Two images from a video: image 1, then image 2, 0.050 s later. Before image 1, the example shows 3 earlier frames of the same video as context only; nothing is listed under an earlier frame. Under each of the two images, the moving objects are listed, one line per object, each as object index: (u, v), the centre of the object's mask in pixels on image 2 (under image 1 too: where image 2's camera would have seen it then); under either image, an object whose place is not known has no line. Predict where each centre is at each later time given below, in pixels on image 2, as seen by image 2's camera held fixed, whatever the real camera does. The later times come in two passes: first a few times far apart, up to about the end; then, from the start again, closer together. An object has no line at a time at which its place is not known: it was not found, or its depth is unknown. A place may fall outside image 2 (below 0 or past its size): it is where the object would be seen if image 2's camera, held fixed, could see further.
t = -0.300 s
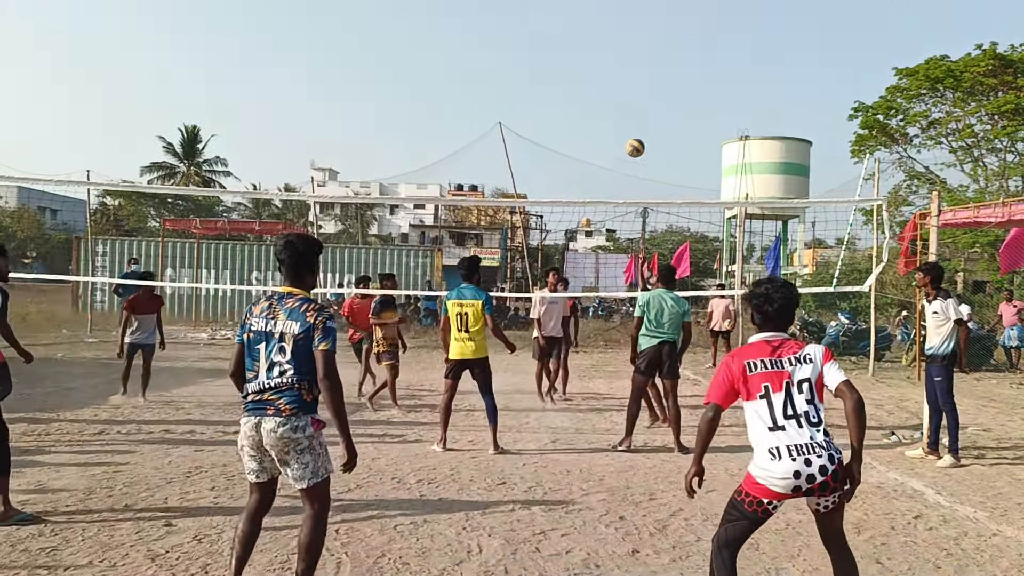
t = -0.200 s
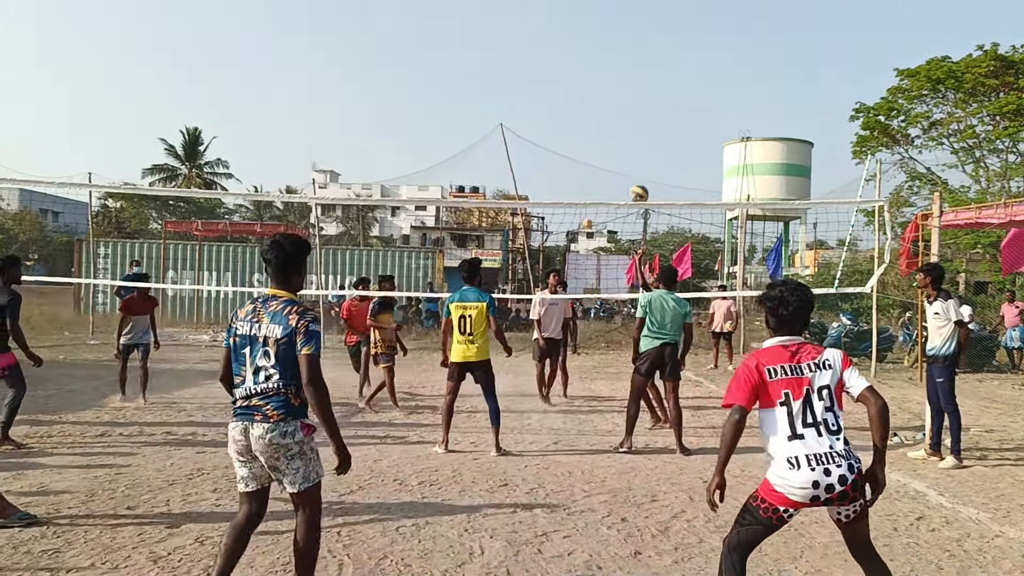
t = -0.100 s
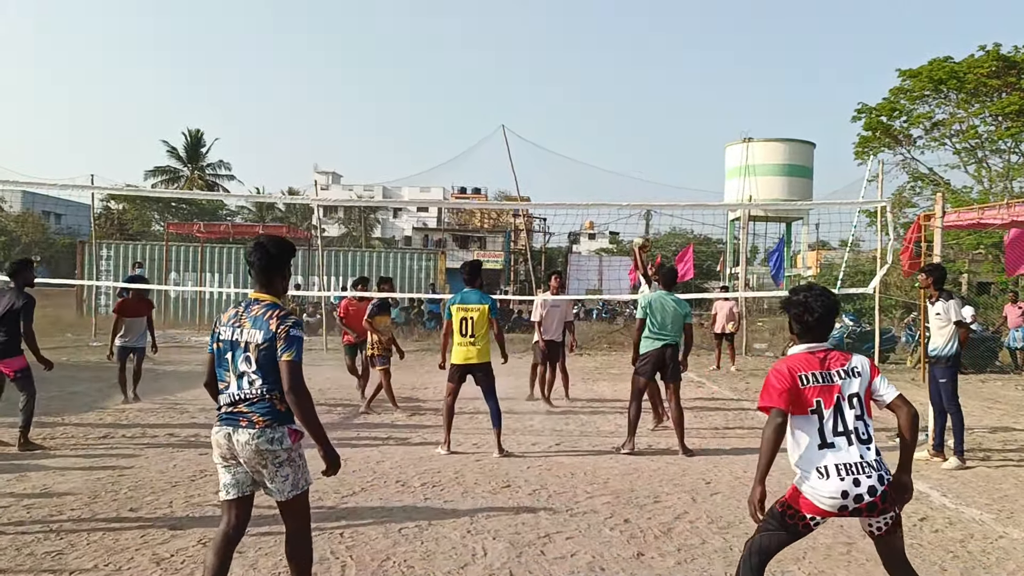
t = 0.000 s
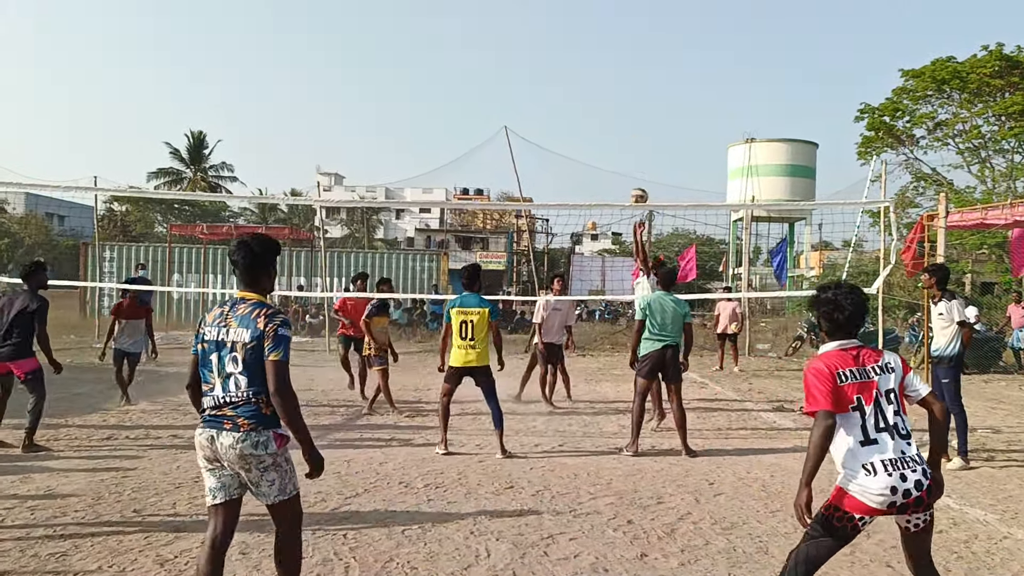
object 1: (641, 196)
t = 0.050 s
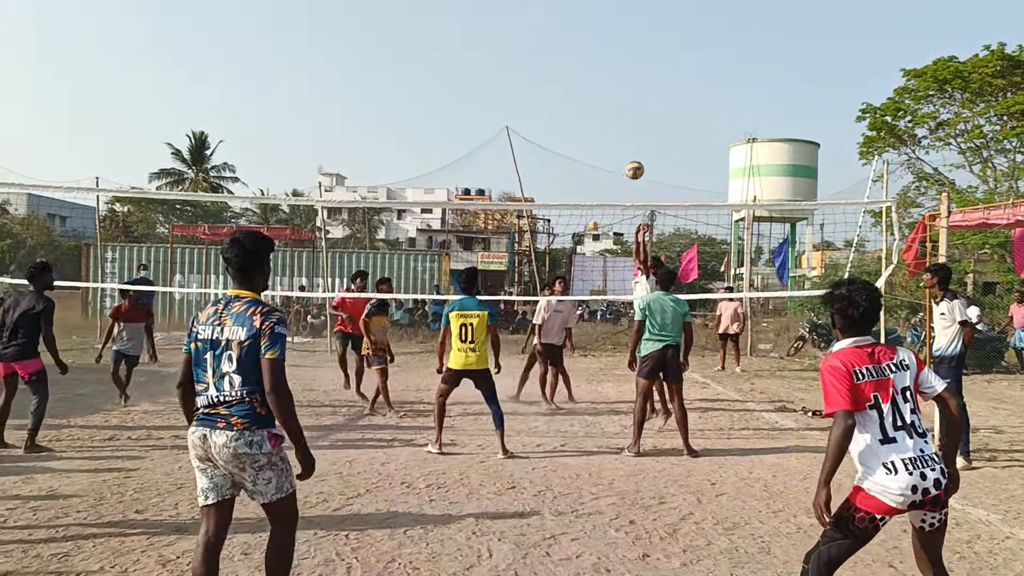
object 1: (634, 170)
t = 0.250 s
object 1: (613, 85)
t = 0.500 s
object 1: (585, 32)
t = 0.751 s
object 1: (555, 33)
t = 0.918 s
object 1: (534, 64)
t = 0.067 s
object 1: (633, 162)
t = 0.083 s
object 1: (631, 153)
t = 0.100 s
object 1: (629, 145)
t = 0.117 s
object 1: (627, 138)
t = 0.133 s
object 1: (626, 130)
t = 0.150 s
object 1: (624, 123)
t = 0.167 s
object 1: (622, 116)
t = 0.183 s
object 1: (620, 110)
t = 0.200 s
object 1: (618, 103)
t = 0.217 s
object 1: (617, 97)
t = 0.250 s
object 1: (613, 85)
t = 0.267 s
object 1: (611, 80)
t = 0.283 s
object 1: (609, 75)
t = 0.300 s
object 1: (607, 70)
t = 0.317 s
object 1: (605, 66)
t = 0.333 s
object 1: (603, 62)
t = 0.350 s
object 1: (602, 58)
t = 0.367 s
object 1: (600, 53)
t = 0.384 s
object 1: (598, 50)
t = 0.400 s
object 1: (596, 47)
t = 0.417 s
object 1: (594, 44)
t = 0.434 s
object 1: (593, 41)
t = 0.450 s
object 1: (591, 38)
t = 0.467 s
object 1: (589, 36)
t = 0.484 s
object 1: (587, 34)
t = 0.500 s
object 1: (585, 32)
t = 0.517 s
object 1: (583, 30)
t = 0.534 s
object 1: (581, 29)
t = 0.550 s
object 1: (579, 28)
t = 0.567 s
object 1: (577, 27)
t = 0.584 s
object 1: (575, 26)
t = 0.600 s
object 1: (573, 26)
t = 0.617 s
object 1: (571, 25)
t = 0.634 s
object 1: (569, 26)
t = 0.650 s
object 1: (567, 26)
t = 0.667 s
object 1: (565, 26)
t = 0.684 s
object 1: (563, 27)
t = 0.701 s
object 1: (561, 28)
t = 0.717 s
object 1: (559, 29)
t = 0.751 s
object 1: (555, 33)
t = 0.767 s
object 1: (553, 35)
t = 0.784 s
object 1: (551, 37)
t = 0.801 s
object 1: (549, 40)
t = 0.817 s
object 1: (547, 42)
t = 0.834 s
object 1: (544, 45)
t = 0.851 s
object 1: (542, 49)
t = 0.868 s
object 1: (540, 52)
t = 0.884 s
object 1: (538, 56)
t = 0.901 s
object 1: (536, 60)
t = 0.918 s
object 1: (534, 64)
